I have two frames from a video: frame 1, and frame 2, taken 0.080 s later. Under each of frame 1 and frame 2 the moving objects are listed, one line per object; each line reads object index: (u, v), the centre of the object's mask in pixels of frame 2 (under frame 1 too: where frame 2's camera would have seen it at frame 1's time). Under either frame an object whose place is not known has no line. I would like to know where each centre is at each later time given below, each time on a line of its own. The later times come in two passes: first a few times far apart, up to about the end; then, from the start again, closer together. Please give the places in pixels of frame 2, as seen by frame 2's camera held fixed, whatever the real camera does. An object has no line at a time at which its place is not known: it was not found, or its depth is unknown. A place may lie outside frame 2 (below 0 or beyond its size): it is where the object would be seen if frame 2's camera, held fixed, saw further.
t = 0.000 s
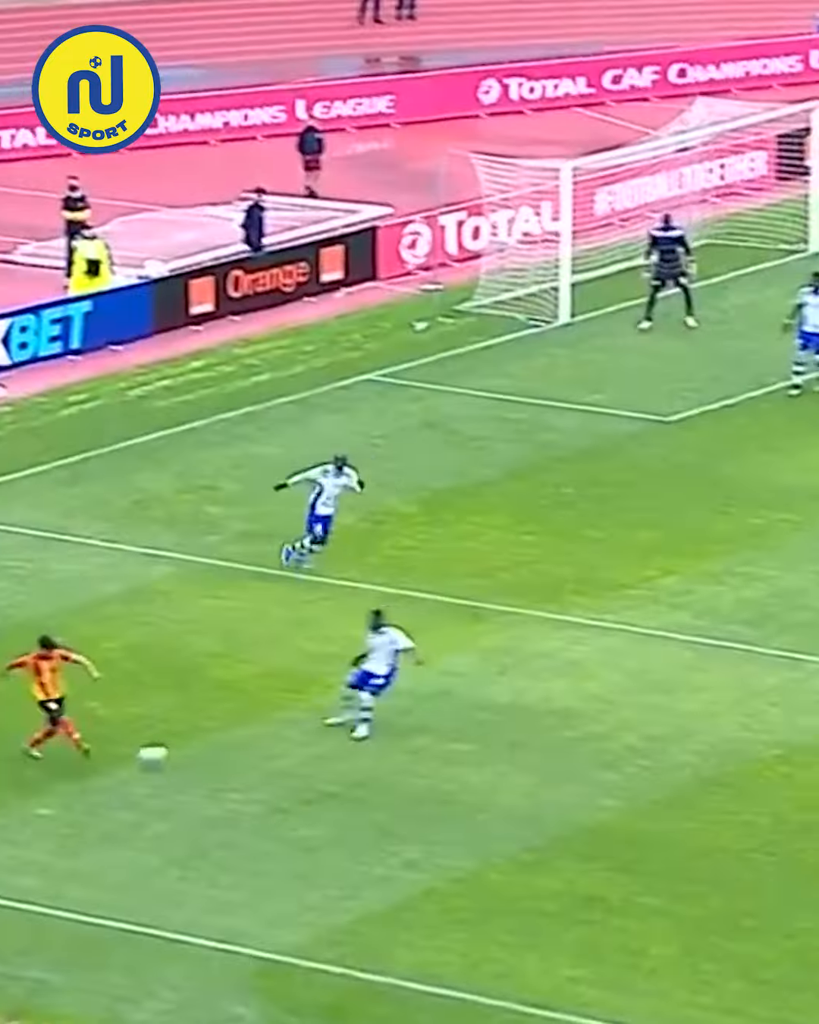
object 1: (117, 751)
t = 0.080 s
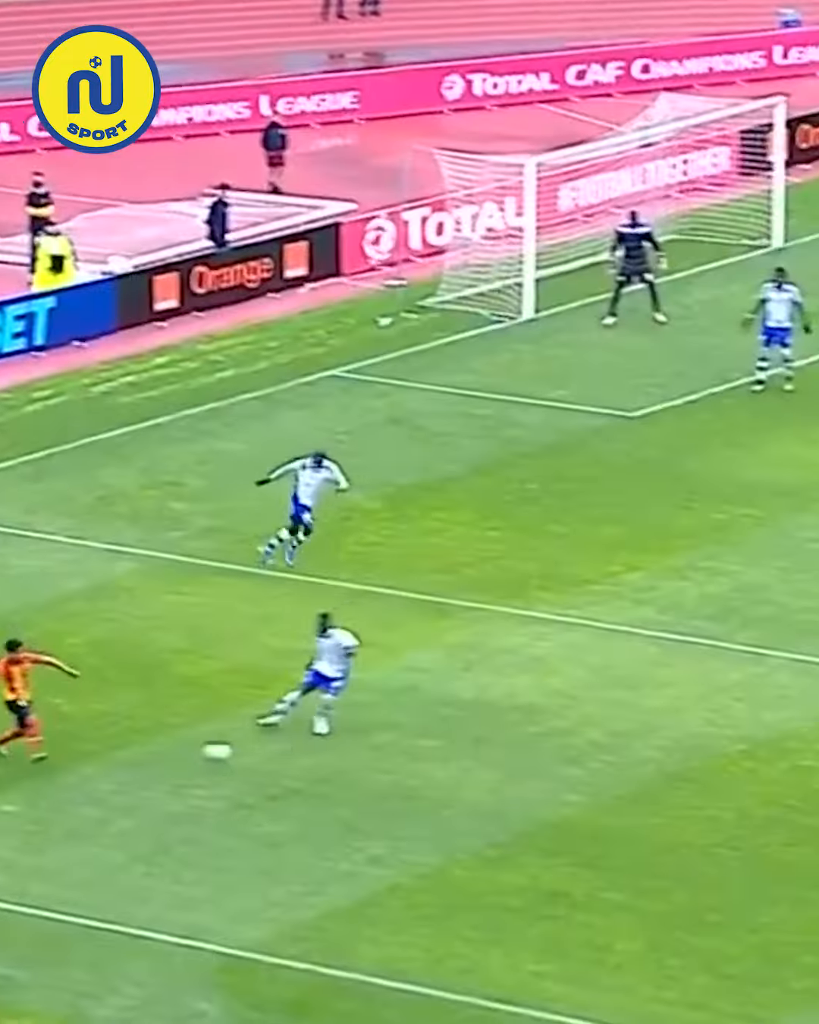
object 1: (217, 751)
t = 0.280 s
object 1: (461, 768)
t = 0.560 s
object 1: (764, 775)
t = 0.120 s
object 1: (267, 753)
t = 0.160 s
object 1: (317, 757)
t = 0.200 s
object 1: (367, 765)
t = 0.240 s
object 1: (415, 769)
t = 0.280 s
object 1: (461, 768)
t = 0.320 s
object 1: (505, 766)
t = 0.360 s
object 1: (550, 766)
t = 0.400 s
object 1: (595, 768)
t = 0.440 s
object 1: (639, 773)
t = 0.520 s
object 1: (725, 776)
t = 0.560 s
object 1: (764, 775)
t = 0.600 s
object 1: (803, 776)
